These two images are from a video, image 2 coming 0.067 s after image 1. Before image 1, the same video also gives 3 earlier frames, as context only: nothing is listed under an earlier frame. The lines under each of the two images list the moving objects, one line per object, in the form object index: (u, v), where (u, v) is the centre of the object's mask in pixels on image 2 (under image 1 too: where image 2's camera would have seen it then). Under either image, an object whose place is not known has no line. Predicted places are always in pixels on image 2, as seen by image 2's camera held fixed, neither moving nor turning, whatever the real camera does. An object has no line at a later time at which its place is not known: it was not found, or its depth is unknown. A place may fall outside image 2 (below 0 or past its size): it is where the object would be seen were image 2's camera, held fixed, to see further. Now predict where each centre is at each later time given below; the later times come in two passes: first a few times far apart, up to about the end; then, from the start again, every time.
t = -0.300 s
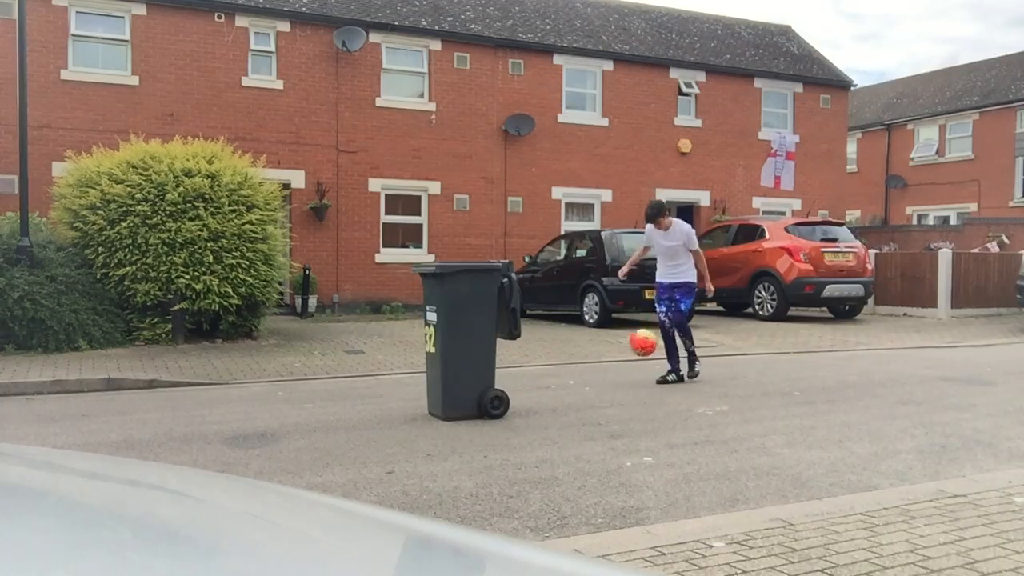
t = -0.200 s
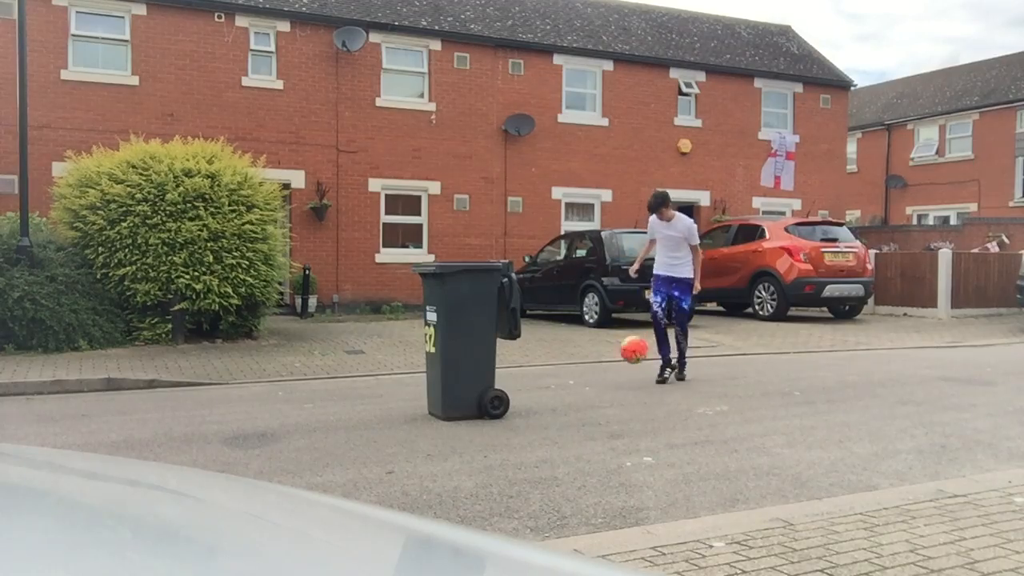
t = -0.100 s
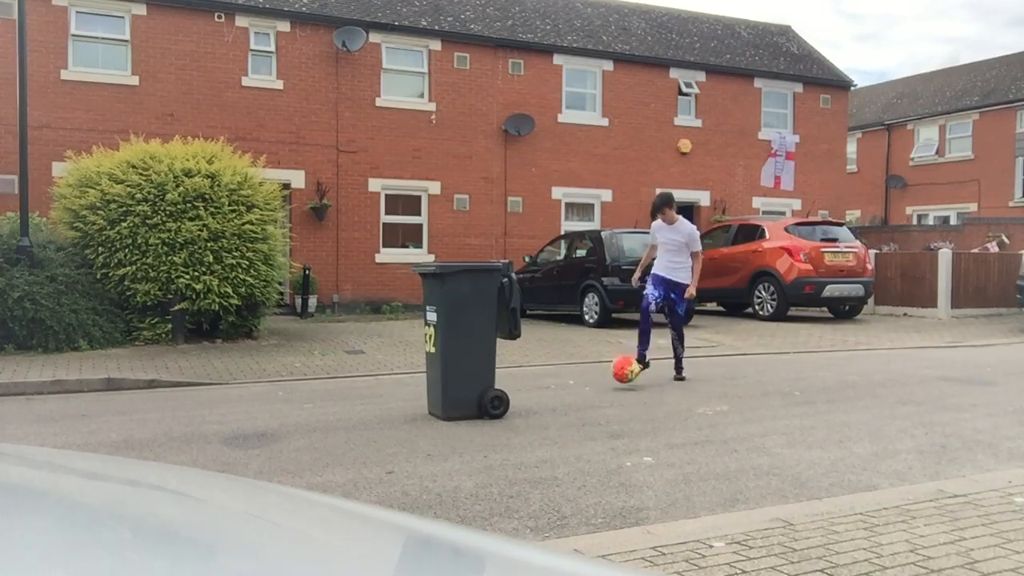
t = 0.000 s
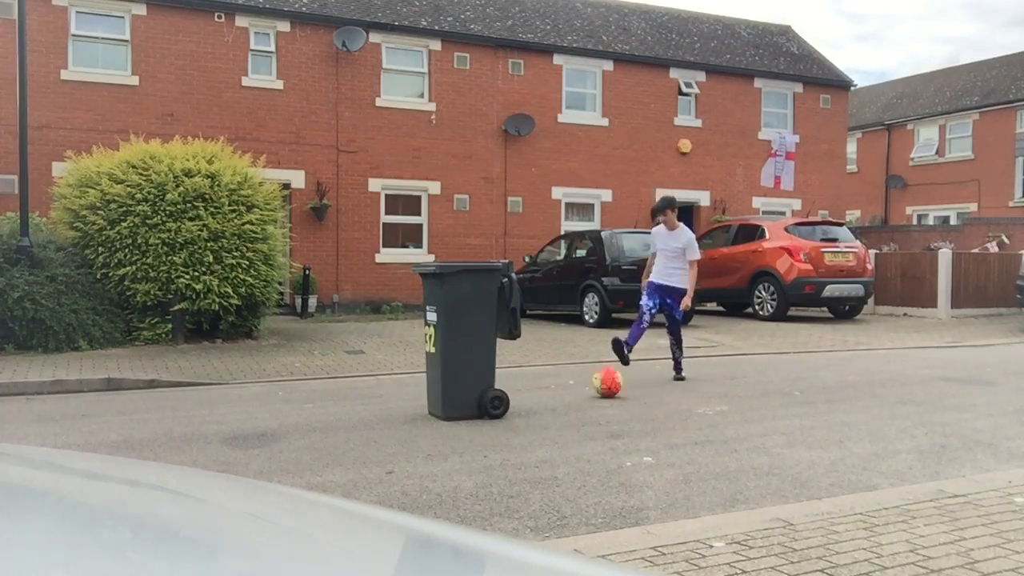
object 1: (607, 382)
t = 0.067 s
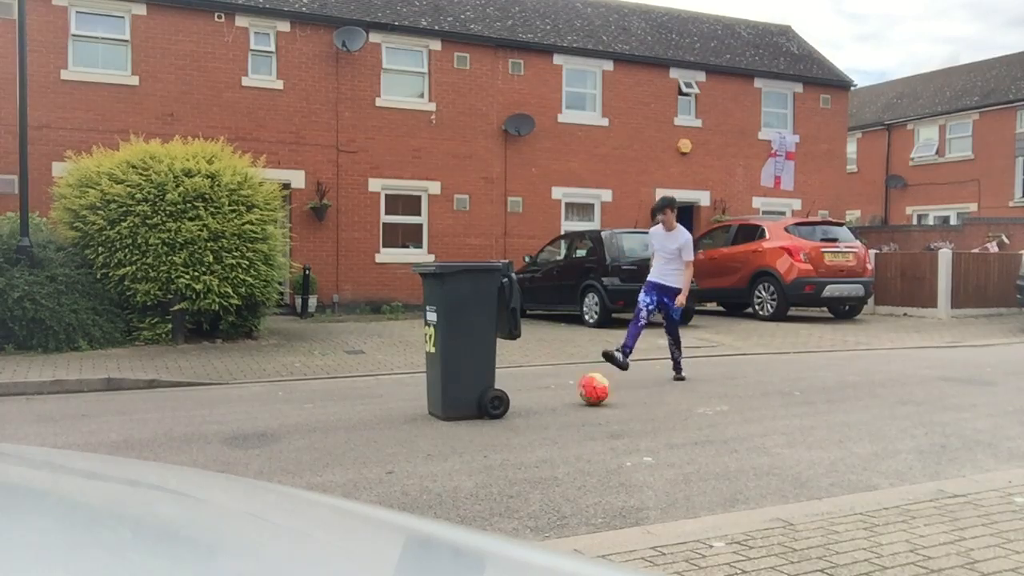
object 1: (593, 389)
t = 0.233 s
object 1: (558, 407)
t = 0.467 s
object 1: (501, 437)
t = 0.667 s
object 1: (434, 475)
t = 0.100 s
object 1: (586, 392)
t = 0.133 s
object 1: (580, 396)
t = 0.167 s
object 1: (573, 400)
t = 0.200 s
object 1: (566, 402)
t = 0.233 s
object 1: (558, 407)
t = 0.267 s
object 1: (550, 411)
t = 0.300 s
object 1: (543, 415)
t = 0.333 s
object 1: (536, 420)
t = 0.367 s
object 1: (528, 423)
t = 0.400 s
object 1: (519, 427)
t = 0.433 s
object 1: (510, 433)
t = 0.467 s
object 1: (501, 437)
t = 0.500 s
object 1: (491, 443)
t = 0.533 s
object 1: (481, 449)
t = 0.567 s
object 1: (470, 454)
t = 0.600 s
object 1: (459, 461)
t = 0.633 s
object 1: (446, 468)
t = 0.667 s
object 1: (434, 475)
